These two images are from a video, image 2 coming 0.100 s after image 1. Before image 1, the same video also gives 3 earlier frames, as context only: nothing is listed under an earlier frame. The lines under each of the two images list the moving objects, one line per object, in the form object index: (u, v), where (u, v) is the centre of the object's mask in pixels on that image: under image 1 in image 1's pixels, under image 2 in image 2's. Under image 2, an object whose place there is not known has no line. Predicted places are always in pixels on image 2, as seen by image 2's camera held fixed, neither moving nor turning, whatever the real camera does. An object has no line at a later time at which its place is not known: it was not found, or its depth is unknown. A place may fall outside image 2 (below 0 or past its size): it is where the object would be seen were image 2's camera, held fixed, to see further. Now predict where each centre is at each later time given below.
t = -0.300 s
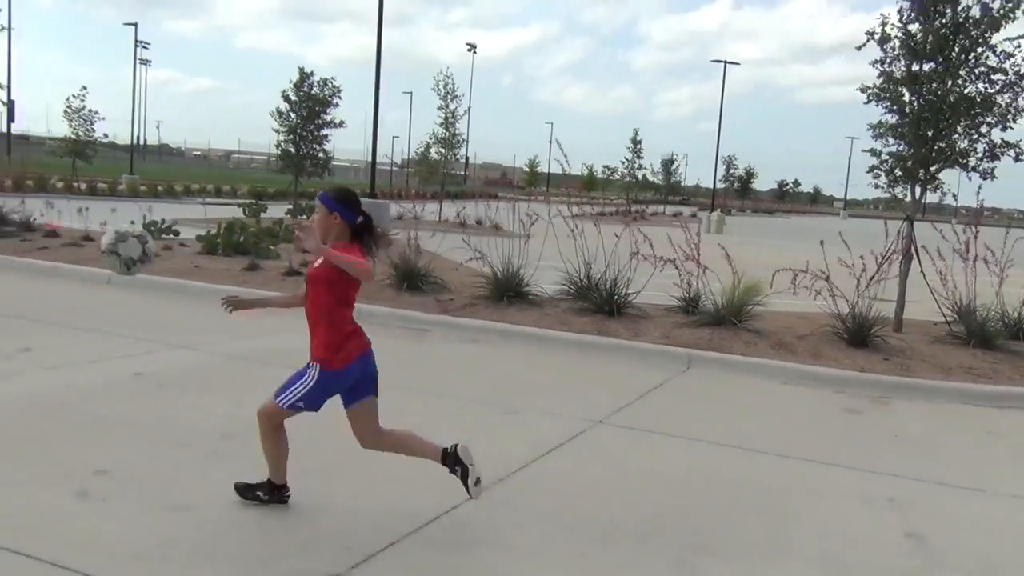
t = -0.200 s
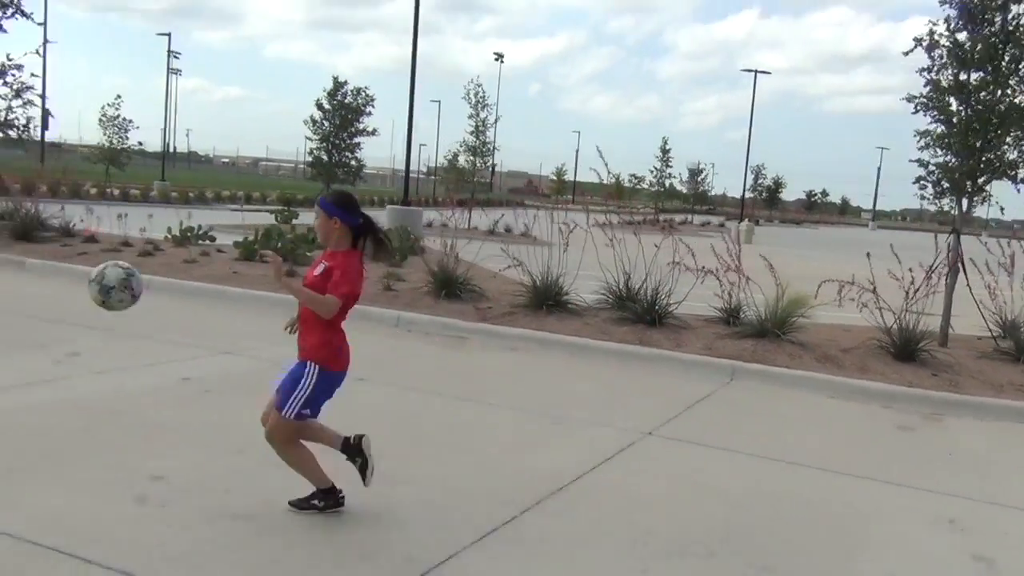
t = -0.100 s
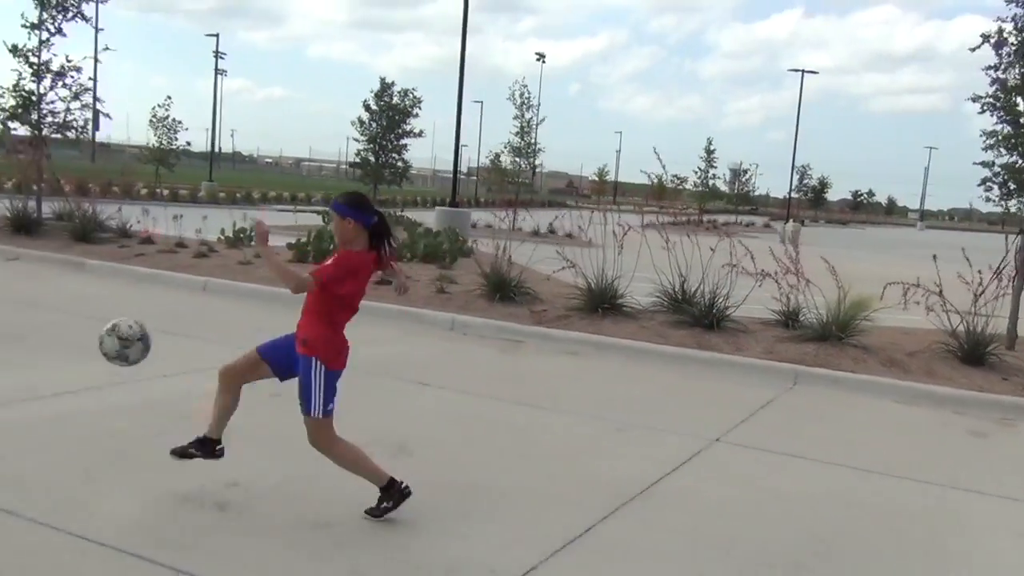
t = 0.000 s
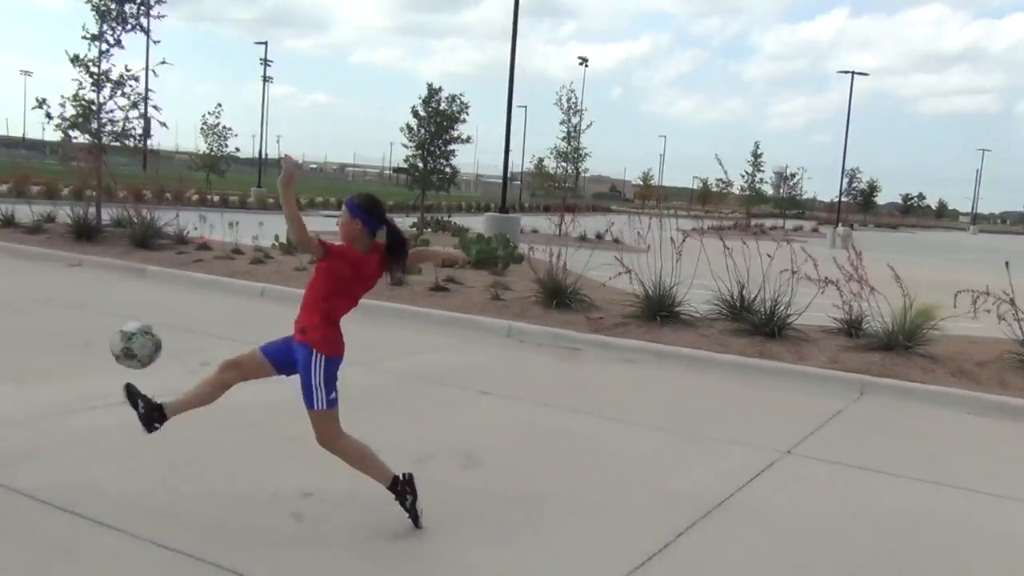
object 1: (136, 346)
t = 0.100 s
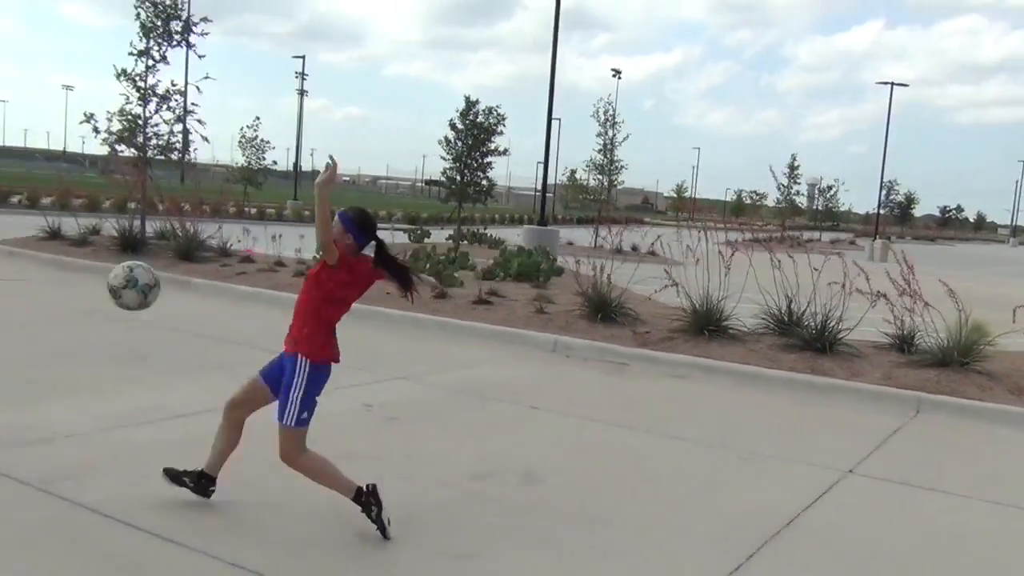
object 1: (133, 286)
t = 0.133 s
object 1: (114, 266)
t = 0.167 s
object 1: (102, 249)
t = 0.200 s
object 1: (87, 235)
